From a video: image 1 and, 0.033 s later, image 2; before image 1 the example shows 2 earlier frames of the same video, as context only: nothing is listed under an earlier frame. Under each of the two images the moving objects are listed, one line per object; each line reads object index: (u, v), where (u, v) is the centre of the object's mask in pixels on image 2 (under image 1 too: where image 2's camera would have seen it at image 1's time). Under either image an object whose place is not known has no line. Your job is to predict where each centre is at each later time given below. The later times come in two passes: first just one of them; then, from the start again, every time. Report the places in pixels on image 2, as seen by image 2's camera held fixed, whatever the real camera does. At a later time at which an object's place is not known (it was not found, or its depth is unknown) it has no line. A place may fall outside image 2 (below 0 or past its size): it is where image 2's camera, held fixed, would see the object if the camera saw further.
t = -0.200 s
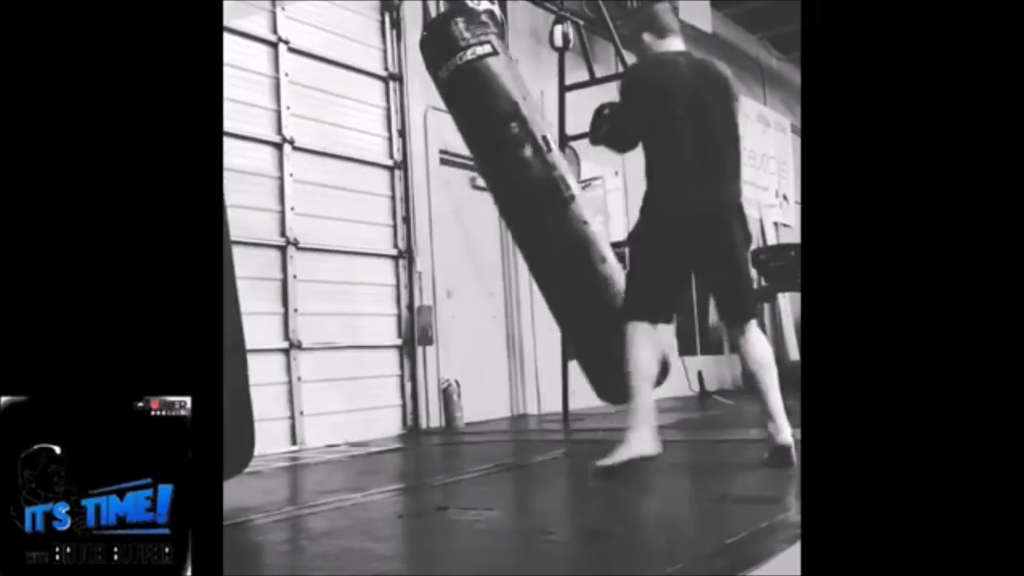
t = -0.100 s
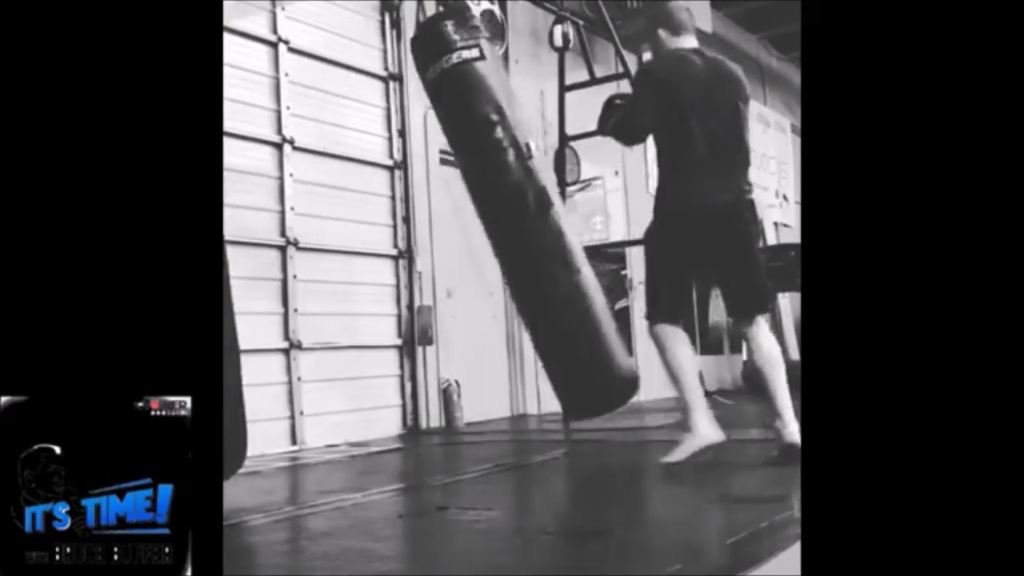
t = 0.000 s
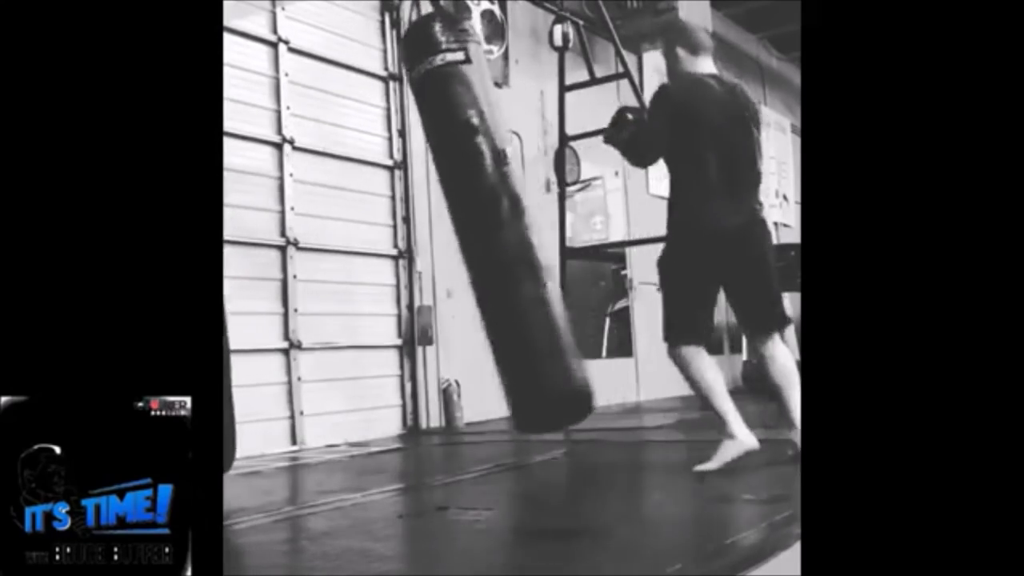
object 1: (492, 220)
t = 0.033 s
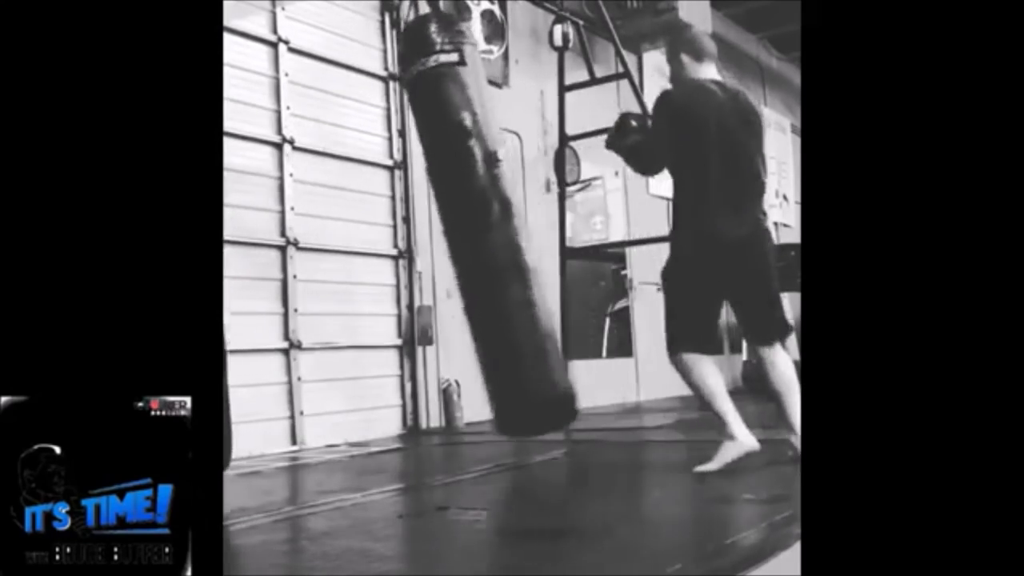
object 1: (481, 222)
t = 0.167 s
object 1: (436, 235)
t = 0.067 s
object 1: (472, 225)
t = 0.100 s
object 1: (461, 229)
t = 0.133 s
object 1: (449, 232)
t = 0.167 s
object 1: (436, 235)
